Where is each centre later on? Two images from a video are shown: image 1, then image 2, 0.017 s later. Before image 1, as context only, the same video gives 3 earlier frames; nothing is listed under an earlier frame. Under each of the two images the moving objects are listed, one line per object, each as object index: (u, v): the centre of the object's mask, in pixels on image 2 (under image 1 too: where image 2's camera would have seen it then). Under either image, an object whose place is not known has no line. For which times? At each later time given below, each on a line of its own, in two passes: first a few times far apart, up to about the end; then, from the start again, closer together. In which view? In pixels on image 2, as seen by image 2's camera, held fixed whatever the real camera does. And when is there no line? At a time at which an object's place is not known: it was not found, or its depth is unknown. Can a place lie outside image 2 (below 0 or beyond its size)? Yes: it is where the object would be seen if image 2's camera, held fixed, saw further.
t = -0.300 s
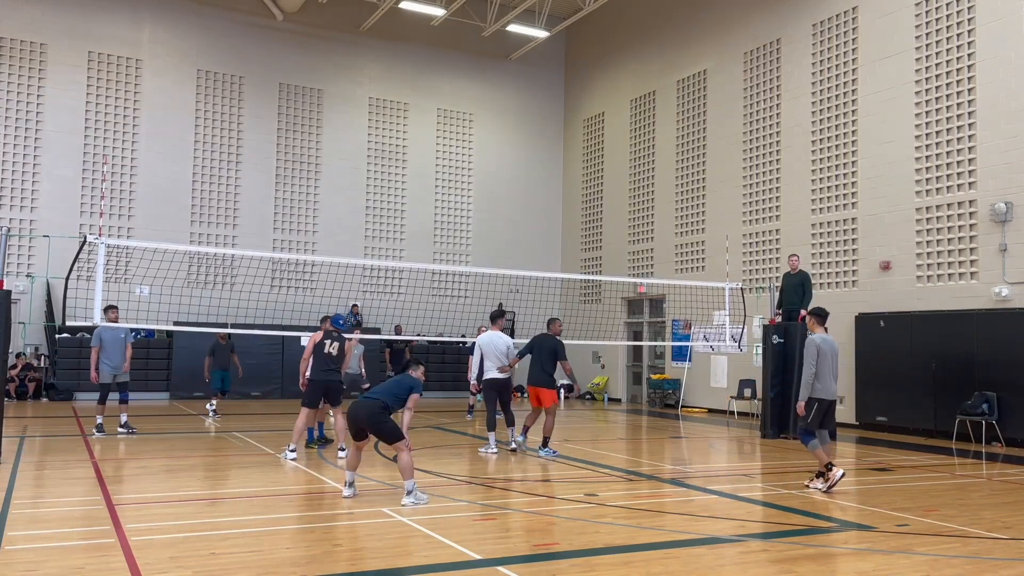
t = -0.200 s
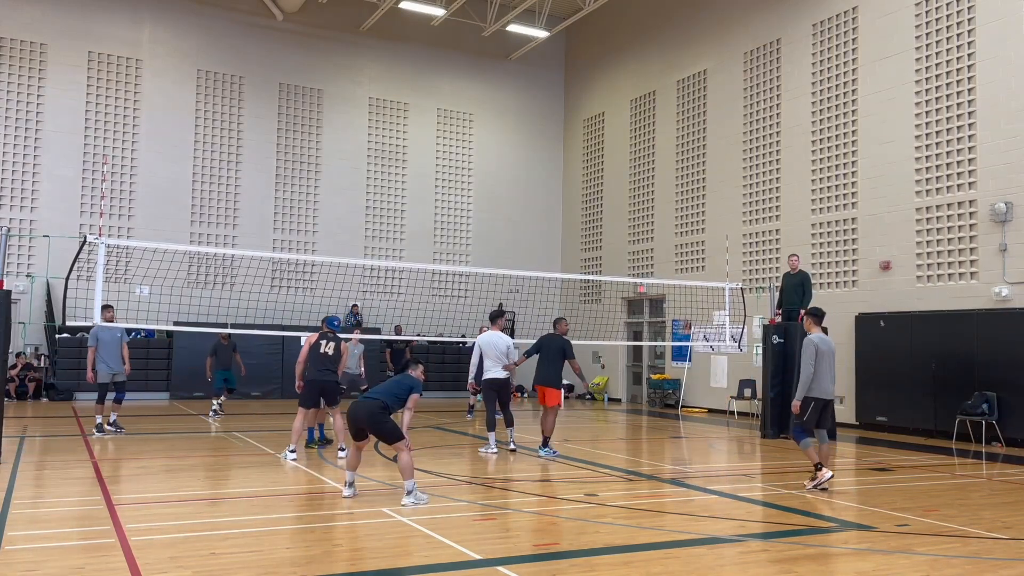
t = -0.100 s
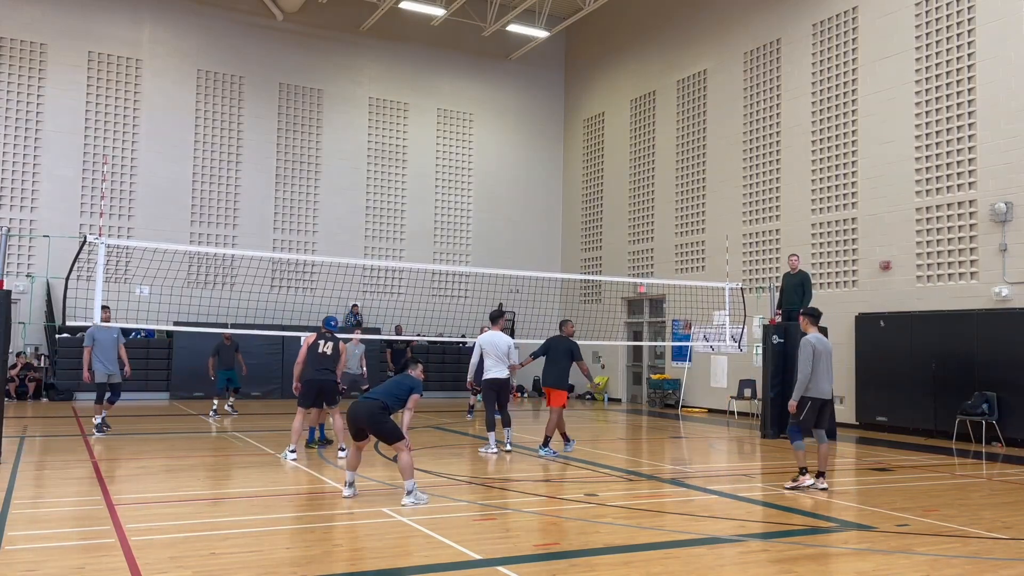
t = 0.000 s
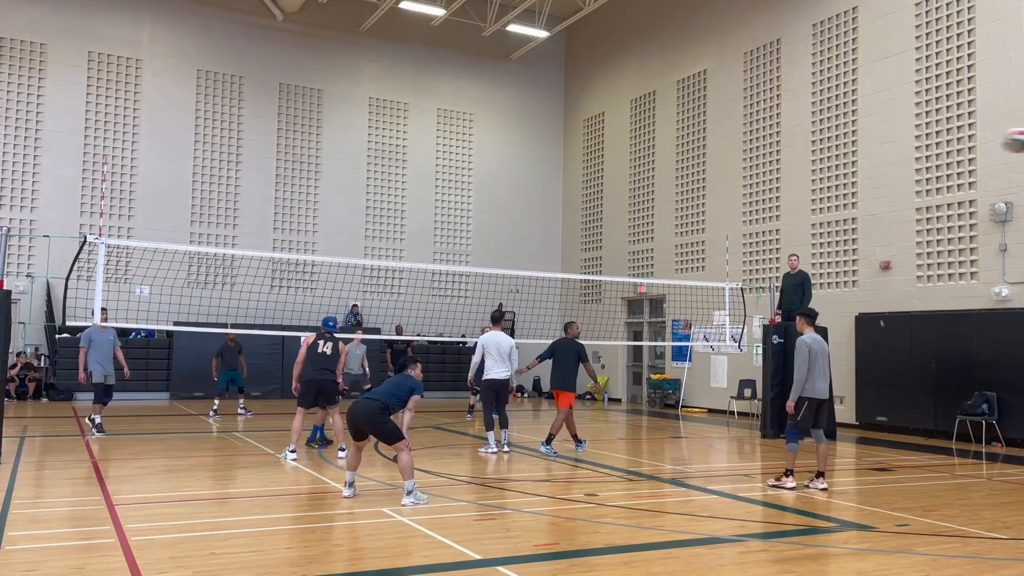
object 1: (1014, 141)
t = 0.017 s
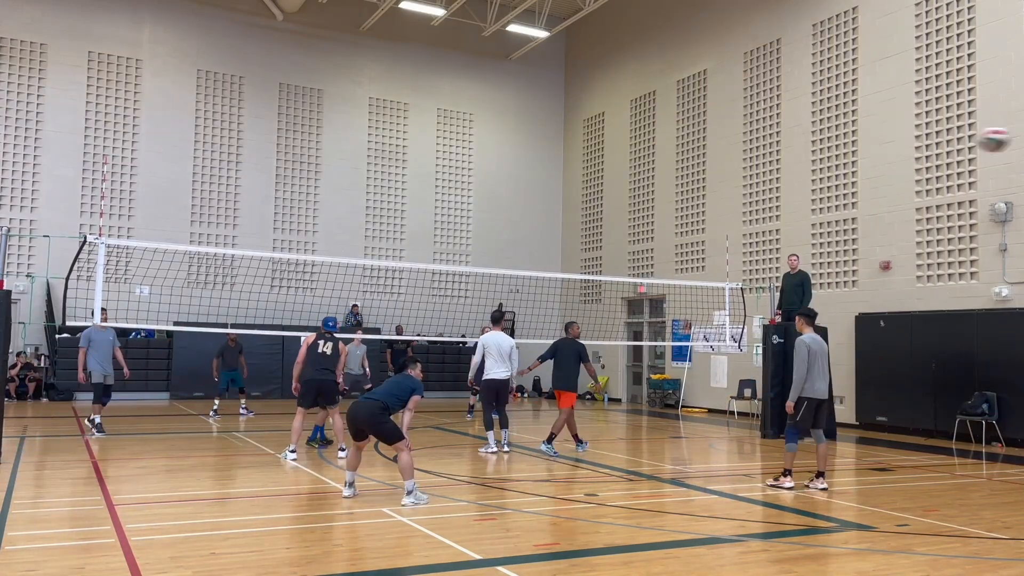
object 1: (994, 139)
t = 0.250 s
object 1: (741, 153)
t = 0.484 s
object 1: (595, 185)
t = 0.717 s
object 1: (497, 232)
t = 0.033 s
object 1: (971, 140)
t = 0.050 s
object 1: (947, 139)
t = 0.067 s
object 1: (924, 140)
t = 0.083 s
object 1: (903, 140)
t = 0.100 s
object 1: (883, 141)
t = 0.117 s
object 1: (866, 141)
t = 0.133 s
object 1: (848, 144)
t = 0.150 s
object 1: (830, 144)
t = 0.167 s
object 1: (814, 145)
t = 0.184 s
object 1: (798, 146)
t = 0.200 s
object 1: (783, 148)
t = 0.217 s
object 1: (769, 149)
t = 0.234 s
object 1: (754, 151)
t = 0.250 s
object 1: (741, 153)
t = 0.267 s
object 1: (728, 155)
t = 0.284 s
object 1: (716, 157)
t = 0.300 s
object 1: (704, 159)
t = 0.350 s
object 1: (670, 166)
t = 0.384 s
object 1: (649, 170)
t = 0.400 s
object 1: (639, 171)
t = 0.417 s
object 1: (629, 175)
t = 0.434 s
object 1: (620, 177)
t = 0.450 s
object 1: (611, 180)
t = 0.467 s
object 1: (603, 182)
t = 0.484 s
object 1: (595, 185)
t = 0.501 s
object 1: (586, 187)
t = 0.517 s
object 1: (579, 191)
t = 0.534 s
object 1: (570, 194)
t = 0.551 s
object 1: (563, 197)
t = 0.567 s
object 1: (555, 200)
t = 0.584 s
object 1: (548, 203)
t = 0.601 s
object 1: (541, 207)
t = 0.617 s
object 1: (534, 210)
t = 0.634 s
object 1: (528, 213)
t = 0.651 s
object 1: (521, 217)
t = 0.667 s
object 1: (515, 220)
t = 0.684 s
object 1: (509, 224)
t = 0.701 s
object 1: (503, 228)
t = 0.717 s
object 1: (497, 232)
